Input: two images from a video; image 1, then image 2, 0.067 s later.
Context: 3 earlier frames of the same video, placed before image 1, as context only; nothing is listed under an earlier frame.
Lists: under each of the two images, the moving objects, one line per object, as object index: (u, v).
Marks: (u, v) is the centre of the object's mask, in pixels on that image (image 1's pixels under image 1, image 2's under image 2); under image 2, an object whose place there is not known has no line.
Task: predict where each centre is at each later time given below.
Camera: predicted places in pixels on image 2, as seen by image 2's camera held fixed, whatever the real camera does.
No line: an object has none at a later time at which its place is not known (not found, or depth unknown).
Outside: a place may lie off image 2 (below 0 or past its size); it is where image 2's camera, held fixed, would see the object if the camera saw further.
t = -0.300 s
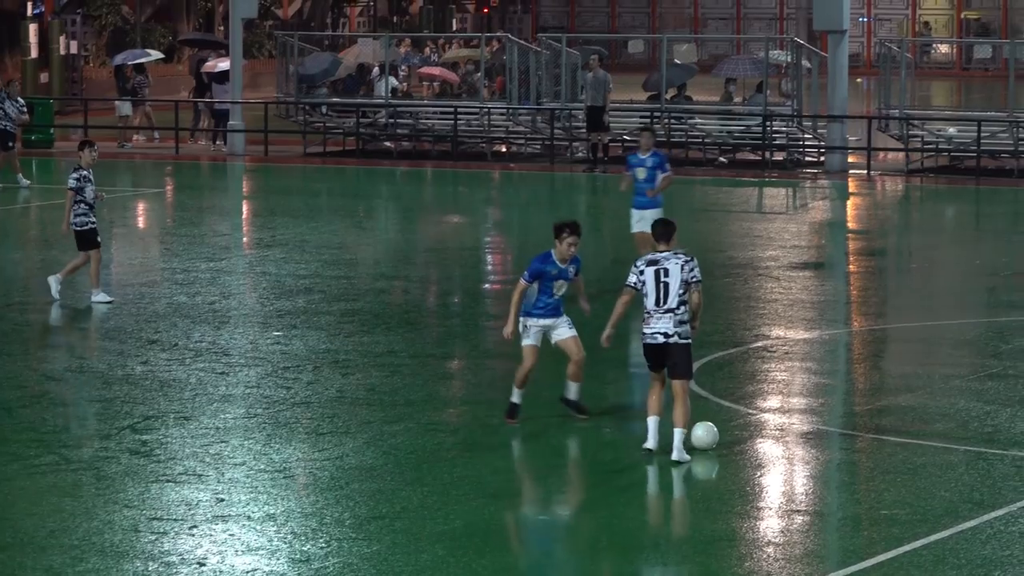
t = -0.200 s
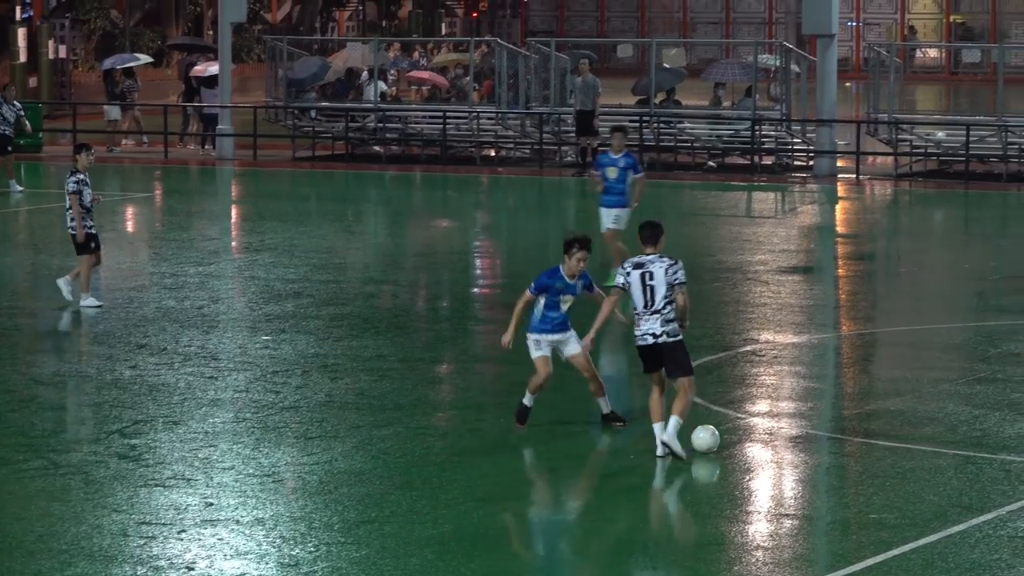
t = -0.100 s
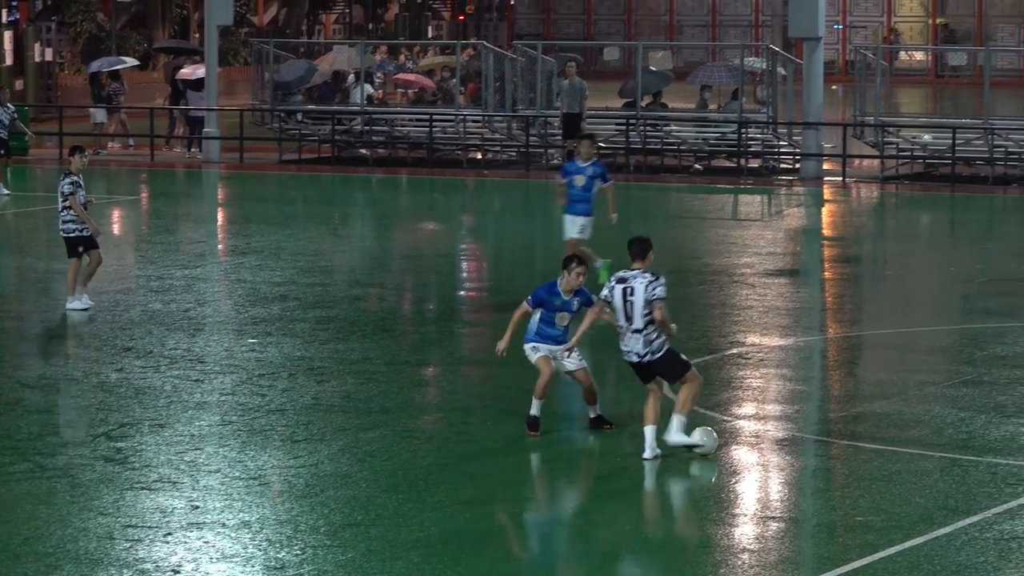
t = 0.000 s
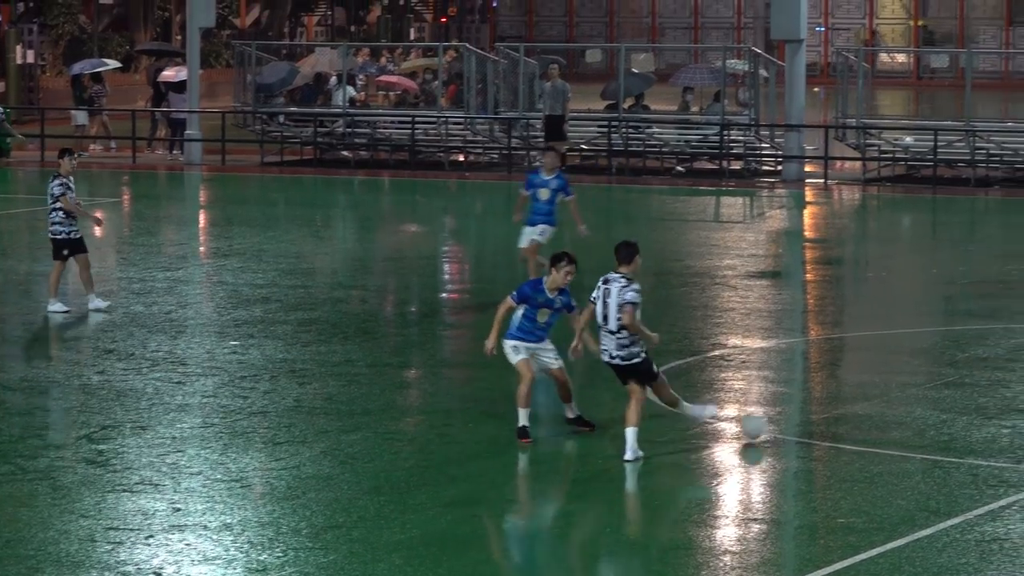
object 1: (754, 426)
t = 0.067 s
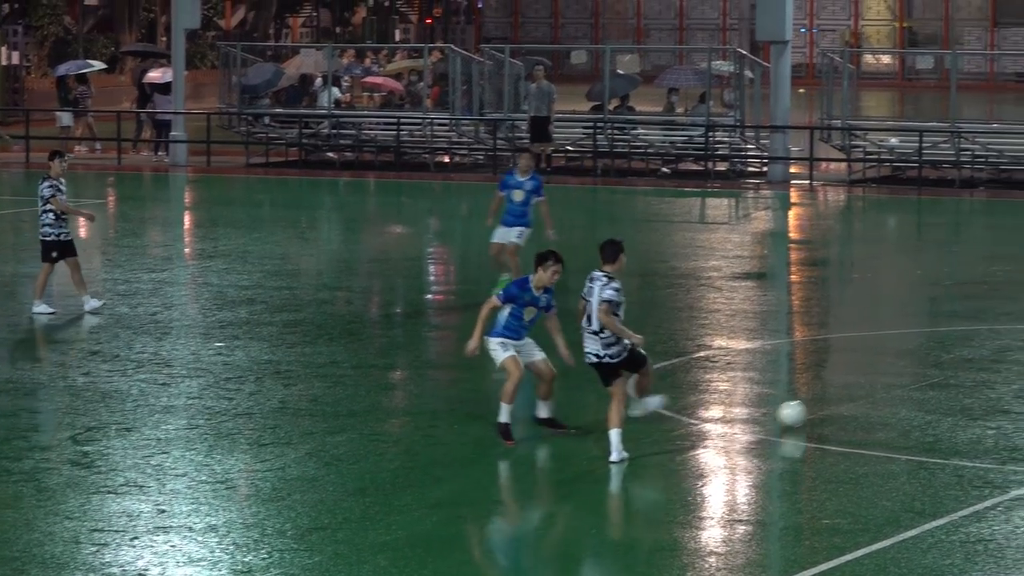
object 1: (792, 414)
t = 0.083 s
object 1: (804, 410)
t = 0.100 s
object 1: (816, 407)
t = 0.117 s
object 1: (829, 404)
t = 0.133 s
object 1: (841, 401)
